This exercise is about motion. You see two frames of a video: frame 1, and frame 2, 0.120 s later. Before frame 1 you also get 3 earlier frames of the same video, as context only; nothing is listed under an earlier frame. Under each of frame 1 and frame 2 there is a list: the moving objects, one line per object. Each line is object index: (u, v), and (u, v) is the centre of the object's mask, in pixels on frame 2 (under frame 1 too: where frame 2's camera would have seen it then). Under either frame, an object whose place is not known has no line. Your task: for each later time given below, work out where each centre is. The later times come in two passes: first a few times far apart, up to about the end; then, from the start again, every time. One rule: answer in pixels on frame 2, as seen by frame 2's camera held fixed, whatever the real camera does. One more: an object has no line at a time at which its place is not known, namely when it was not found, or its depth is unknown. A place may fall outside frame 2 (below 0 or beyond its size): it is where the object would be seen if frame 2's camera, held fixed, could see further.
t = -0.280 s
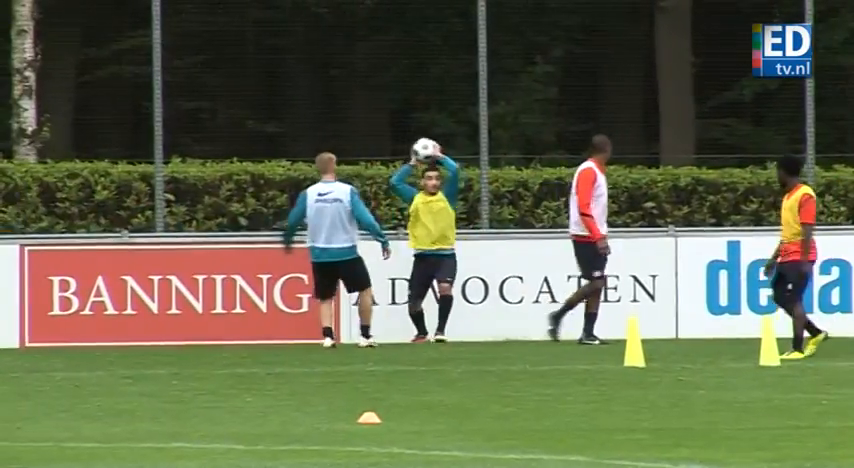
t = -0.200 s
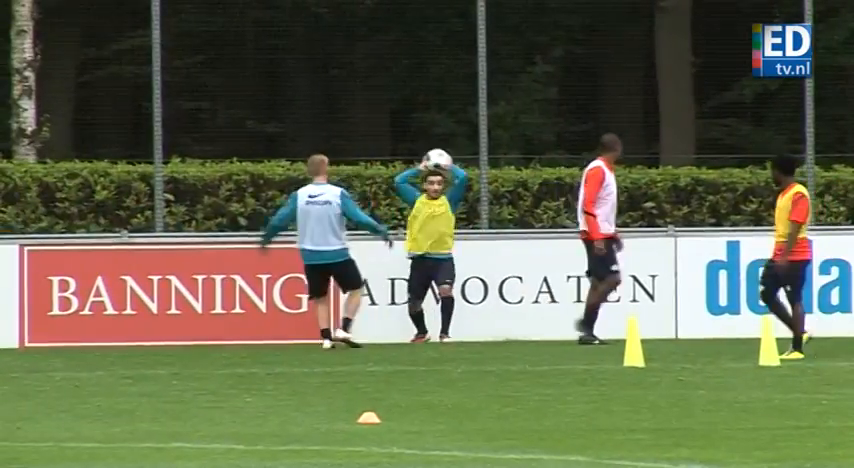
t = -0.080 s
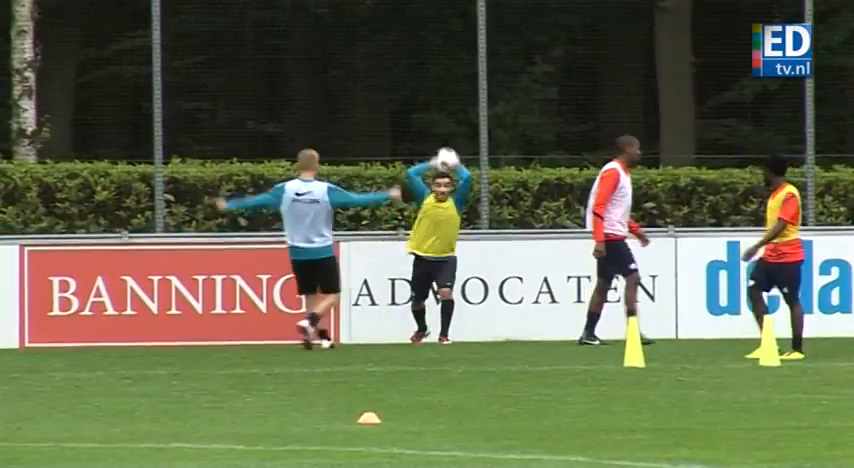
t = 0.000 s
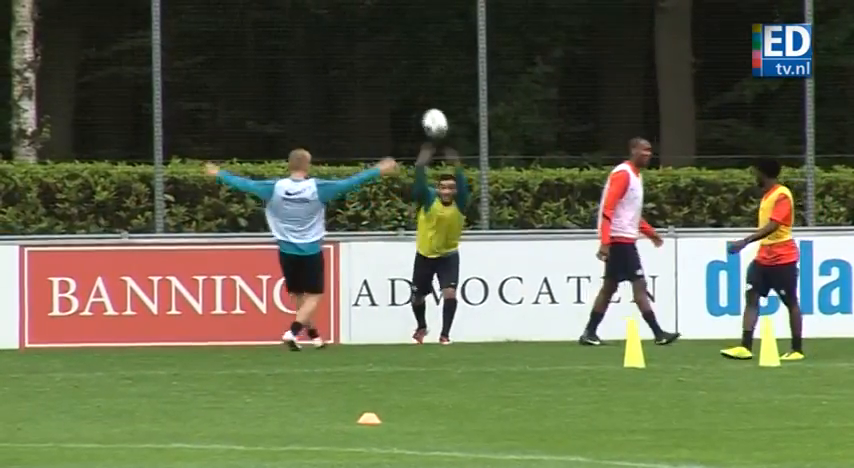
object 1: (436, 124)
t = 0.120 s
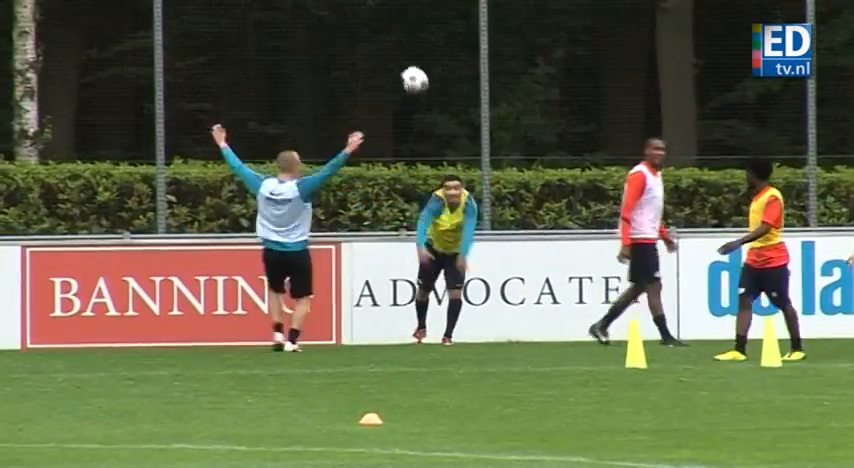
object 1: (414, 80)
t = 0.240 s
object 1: (393, 50)
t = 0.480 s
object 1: (347, 29)
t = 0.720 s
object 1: (305, 70)
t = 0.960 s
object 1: (271, 179)
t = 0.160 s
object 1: (407, 69)
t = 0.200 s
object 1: (400, 59)
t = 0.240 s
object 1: (393, 50)
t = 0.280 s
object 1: (386, 43)
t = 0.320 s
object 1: (378, 37)
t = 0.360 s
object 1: (370, 33)
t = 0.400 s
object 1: (363, 30)
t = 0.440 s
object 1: (355, 29)
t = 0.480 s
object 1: (347, 29)
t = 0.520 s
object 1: (340, 32)
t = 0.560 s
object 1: (332, 36)
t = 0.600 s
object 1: (325, 42)
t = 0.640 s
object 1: (318, 50)
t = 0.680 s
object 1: (311, 59)
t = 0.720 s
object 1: (305, 70)
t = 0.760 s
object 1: (298, 84)
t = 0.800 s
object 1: (292, 99)
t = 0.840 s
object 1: (286, 116)
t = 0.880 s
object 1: (281, 135)
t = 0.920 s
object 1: (276, 154)
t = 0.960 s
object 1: (271, 179)
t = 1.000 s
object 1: (266, 205)
